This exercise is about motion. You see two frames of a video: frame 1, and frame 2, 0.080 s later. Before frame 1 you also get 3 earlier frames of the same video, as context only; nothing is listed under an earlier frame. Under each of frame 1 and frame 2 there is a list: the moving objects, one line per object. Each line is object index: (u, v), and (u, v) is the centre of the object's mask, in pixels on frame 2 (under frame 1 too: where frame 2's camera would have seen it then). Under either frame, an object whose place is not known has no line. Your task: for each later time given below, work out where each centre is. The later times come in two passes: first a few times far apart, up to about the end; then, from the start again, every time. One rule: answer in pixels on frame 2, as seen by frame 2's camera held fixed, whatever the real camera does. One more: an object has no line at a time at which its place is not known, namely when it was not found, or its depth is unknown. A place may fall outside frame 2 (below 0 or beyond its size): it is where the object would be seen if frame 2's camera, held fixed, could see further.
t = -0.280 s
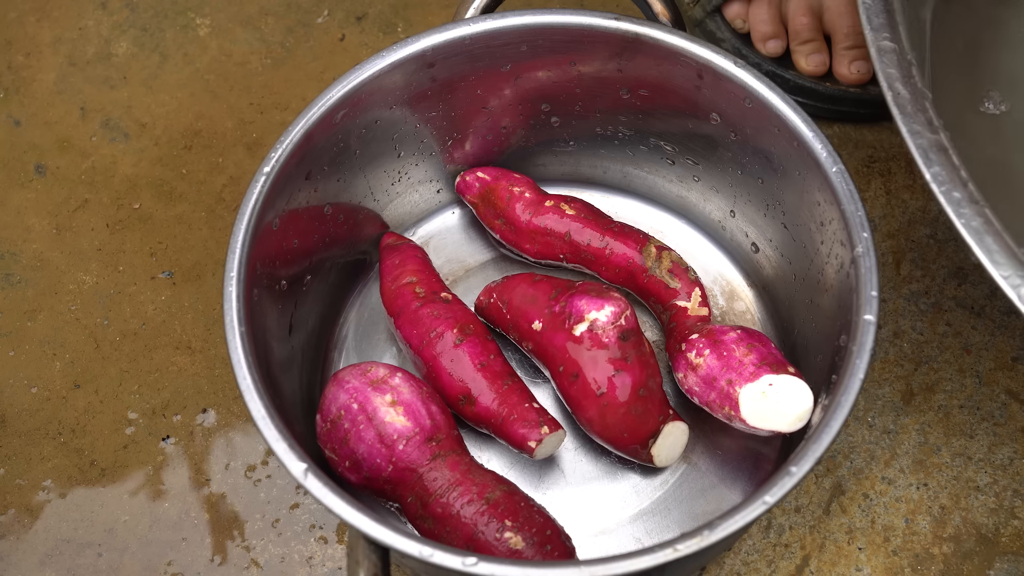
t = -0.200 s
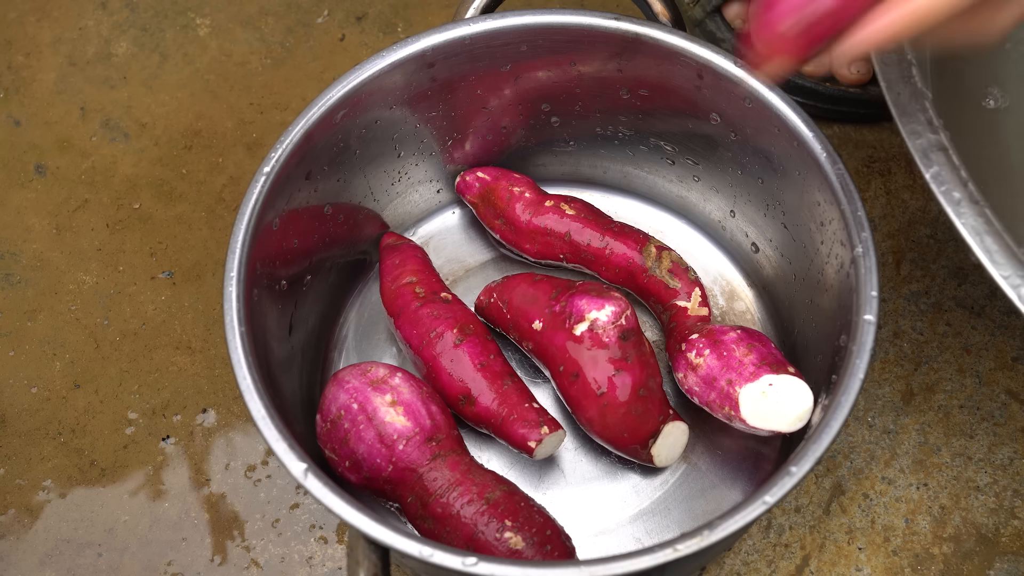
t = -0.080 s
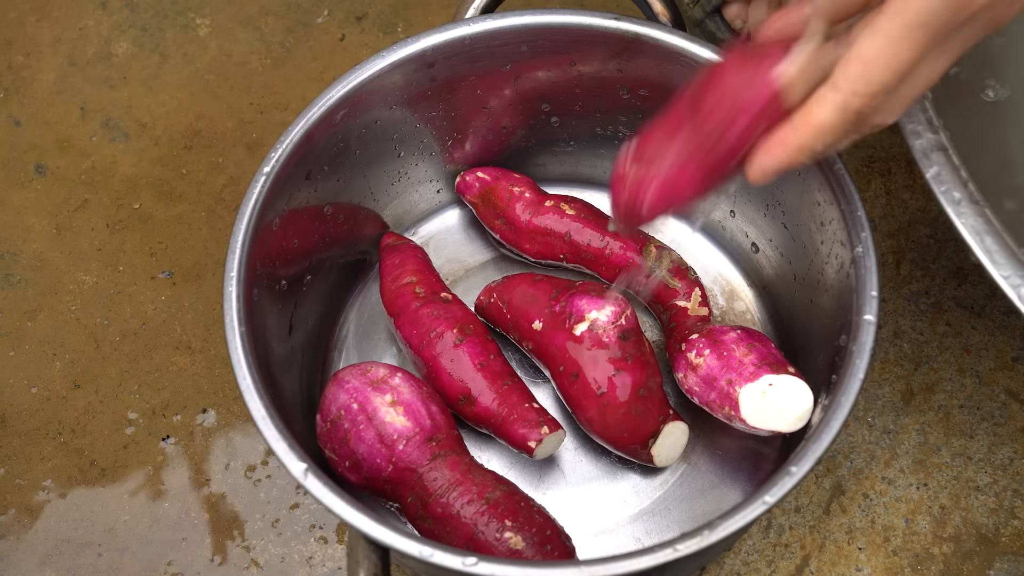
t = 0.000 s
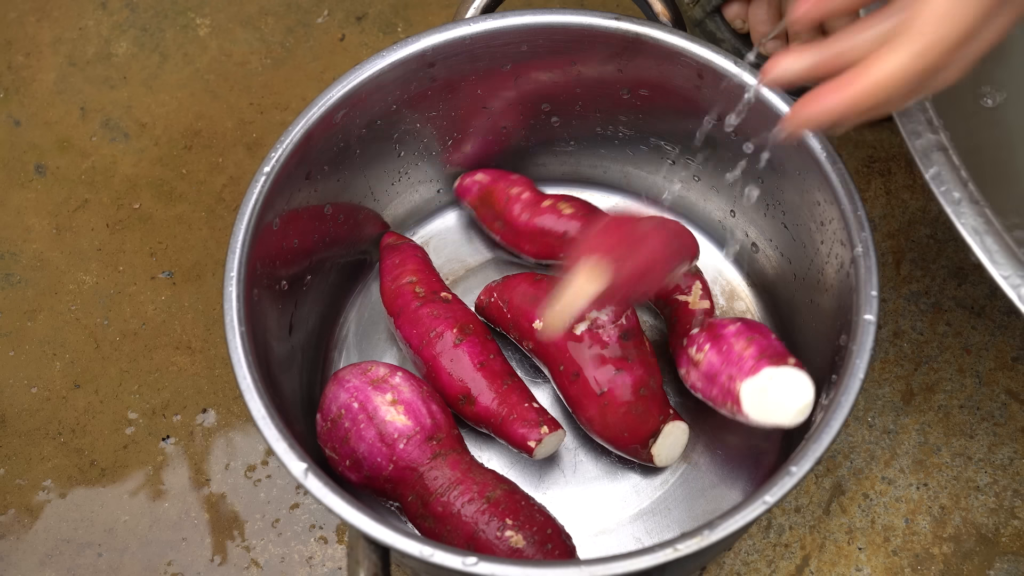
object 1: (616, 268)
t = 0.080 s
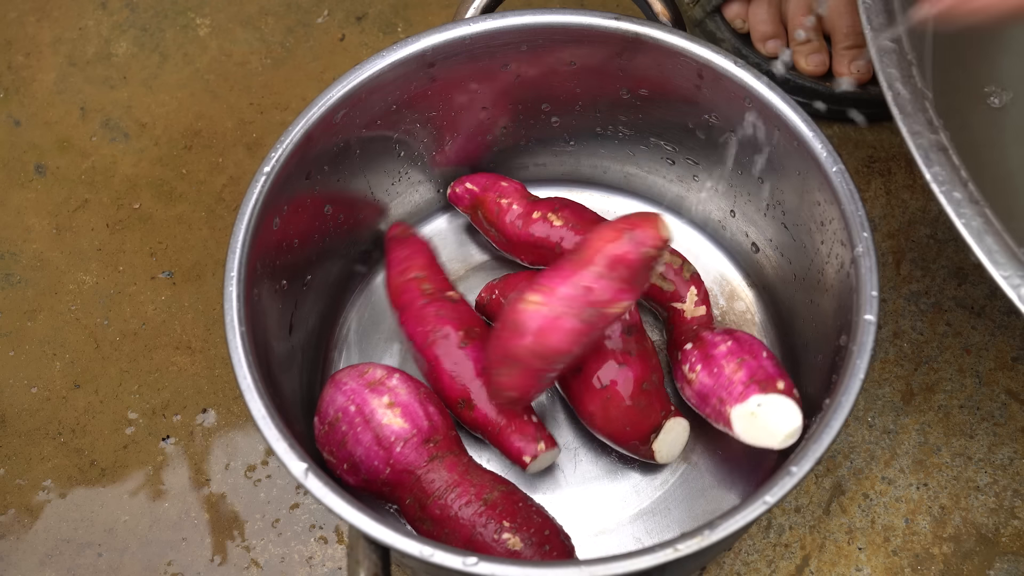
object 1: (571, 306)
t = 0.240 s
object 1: (519, 317)
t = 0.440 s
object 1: (492, 242)
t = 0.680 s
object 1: (465, 179)
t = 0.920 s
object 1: (465, 179)
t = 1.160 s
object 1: (465, 179)
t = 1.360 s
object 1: (465, 179)
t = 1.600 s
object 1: (465, 179)
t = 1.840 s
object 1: (465, 179)
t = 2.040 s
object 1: (465, 179)
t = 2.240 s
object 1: (465, 179)
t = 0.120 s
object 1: (553, 319)
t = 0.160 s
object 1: (536, 331)
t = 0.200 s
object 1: (524, 327)
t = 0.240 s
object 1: (519, 317)
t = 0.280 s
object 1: (516, 308)
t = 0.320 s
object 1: (511, 297)
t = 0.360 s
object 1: (507, 283)
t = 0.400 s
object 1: (503, 264)
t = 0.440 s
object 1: (492, 242)
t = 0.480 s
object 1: (479, 213)
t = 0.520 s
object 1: (470, 193)
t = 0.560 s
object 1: (466, 179)
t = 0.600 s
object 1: (465, 179)
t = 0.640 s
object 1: (465, 179)
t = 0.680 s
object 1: (465, 179)
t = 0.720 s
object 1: (465, 179)
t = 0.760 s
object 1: (465, 179)
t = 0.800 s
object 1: (465, 179)
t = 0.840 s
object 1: (465, 179)
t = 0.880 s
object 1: (465, 179)
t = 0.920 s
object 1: (465, 179)
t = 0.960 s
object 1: (465, 179)
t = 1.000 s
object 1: (465, 179)
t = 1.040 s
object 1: (465, 179)
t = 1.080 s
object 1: (465, 179)
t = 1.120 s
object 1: (465, 179)
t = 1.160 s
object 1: (465, 179)
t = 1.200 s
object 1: (465, 179)
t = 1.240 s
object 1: (465, 179)
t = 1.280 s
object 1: (465, 179)
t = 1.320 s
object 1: (465, 179)
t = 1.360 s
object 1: (465, 179)
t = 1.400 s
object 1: (465, 179)
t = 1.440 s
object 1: (465, 179)
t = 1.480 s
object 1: (465, 179)
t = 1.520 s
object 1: (465, 179)
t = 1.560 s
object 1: (465, 179)
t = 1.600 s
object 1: (465, 179)
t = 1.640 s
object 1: (465, 179)
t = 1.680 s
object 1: (465, 179)
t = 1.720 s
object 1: (465, 179)
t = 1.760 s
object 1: (465, 179)
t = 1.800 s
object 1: (465, 179)
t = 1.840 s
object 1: (465, 179)
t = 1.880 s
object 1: (465, 179)
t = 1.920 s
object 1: (465, 179)
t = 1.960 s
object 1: (465, 179)
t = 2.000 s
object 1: (465, 179)
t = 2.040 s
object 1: (465, 179)
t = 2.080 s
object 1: (465, 179)
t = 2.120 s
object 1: (465, 179)
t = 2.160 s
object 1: (465, 179)
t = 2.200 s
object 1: (465, 179)
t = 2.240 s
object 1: (465, 179)
